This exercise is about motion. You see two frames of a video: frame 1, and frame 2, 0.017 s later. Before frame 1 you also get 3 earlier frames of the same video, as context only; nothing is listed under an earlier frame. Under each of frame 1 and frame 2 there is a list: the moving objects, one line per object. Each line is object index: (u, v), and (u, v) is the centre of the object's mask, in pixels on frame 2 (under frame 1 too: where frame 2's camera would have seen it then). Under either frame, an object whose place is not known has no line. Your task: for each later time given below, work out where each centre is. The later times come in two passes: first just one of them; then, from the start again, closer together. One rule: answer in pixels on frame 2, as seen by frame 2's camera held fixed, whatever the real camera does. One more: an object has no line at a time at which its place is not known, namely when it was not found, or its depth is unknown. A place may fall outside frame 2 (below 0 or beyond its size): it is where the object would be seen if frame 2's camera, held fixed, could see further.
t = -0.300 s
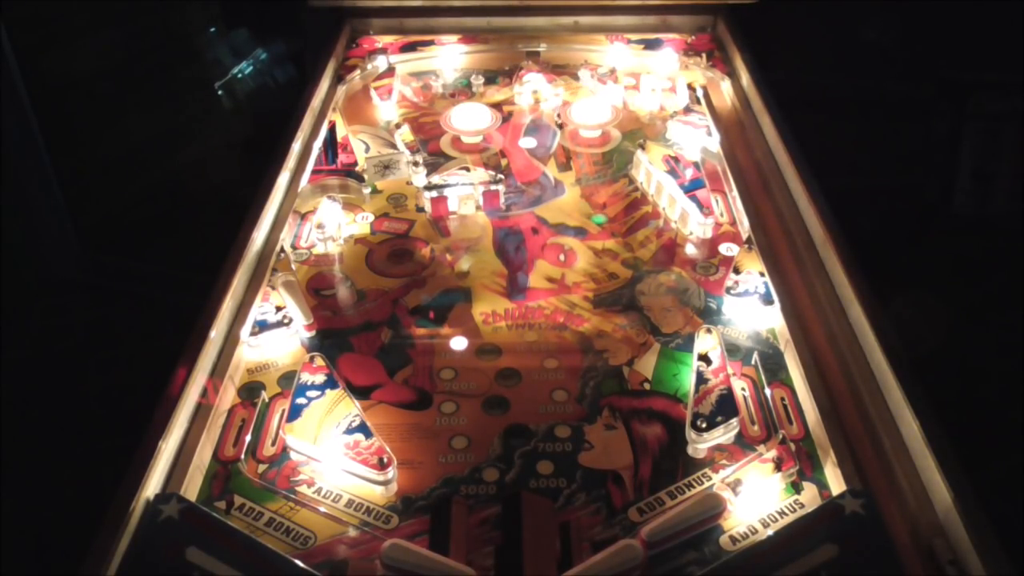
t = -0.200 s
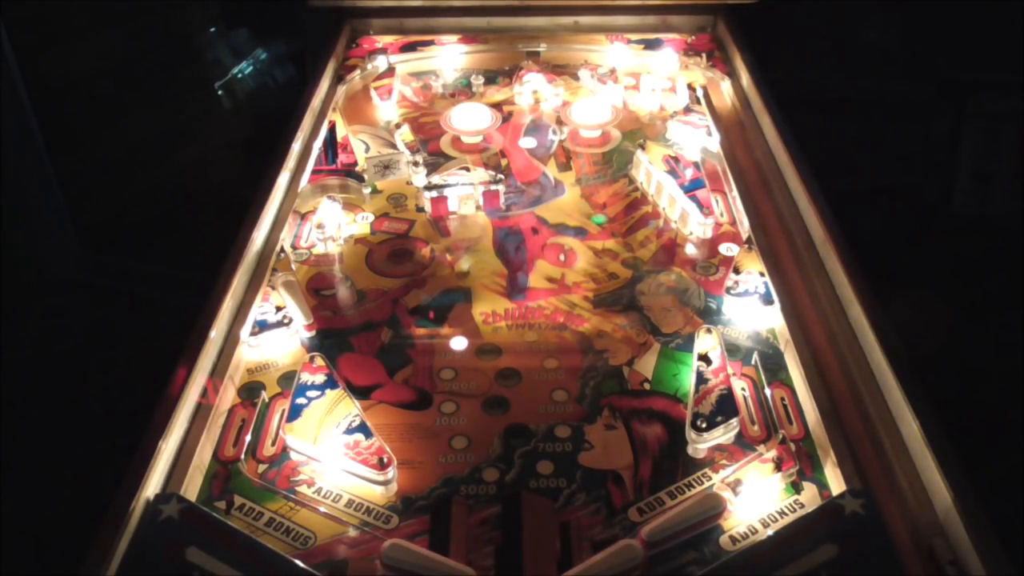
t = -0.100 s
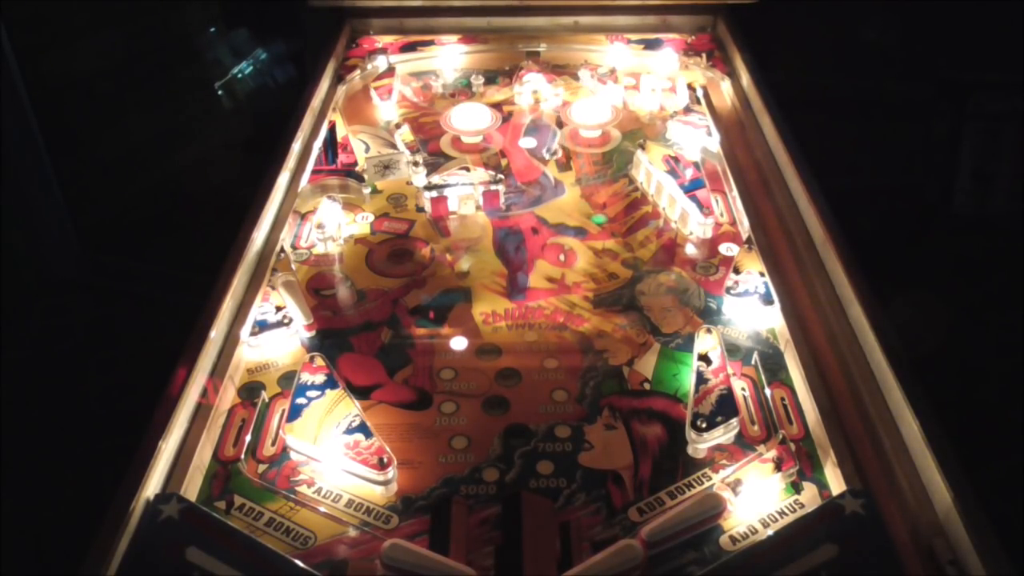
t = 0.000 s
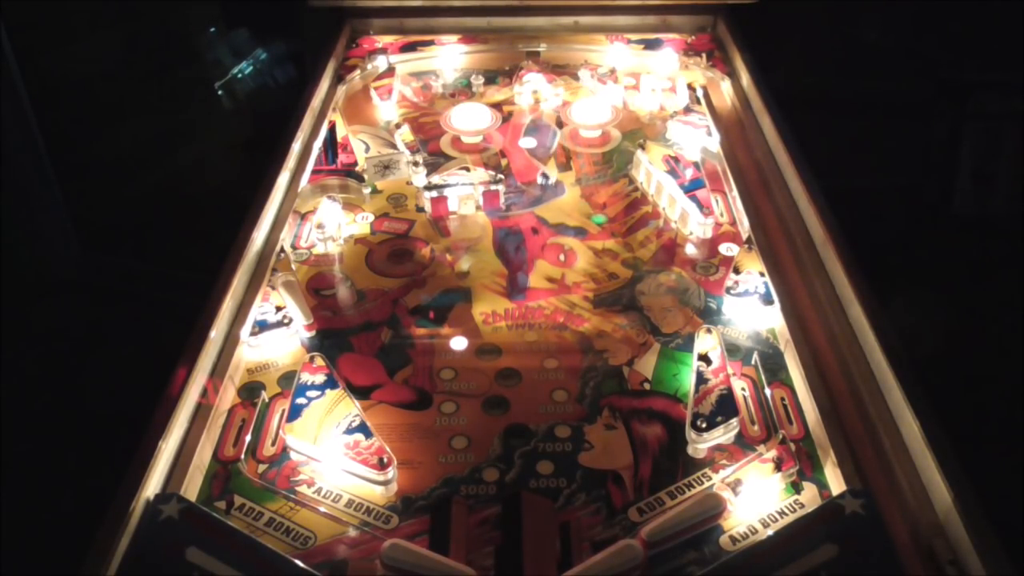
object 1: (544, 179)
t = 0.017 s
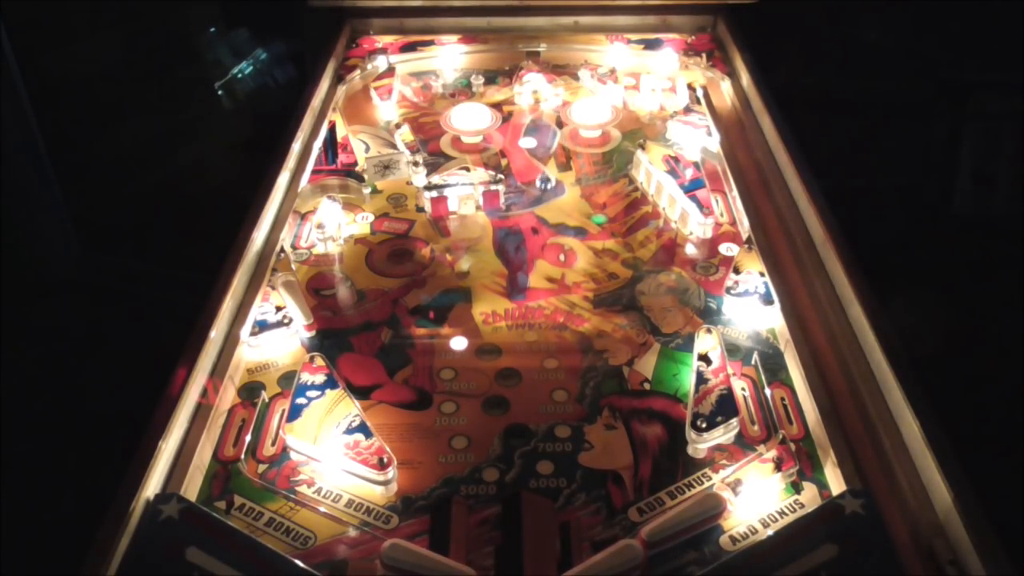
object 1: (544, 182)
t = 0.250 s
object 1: (526, 263)
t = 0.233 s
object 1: (530, 256)
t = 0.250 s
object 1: (526, 263)
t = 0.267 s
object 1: (524, 272)
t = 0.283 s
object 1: (523, 279)
